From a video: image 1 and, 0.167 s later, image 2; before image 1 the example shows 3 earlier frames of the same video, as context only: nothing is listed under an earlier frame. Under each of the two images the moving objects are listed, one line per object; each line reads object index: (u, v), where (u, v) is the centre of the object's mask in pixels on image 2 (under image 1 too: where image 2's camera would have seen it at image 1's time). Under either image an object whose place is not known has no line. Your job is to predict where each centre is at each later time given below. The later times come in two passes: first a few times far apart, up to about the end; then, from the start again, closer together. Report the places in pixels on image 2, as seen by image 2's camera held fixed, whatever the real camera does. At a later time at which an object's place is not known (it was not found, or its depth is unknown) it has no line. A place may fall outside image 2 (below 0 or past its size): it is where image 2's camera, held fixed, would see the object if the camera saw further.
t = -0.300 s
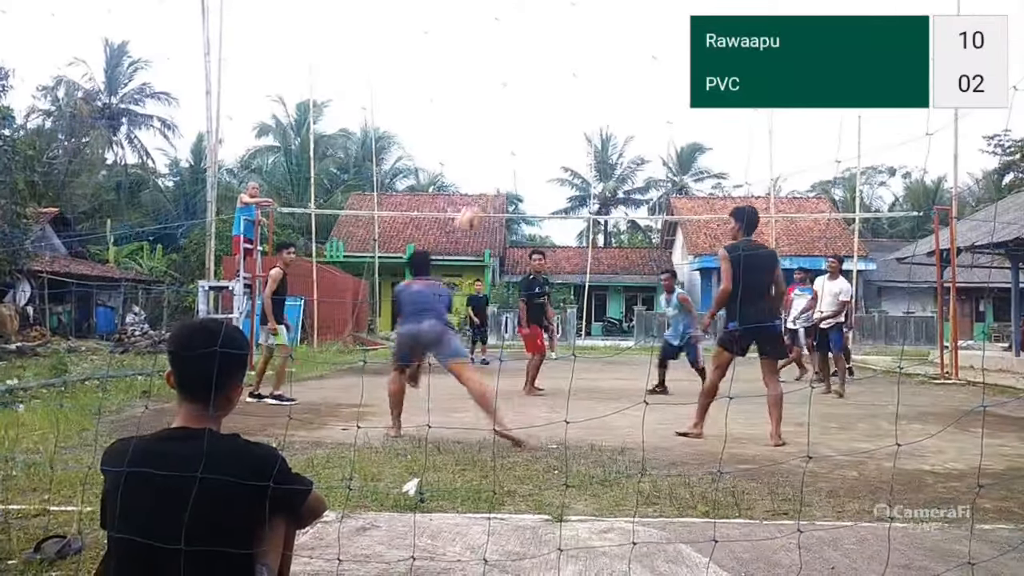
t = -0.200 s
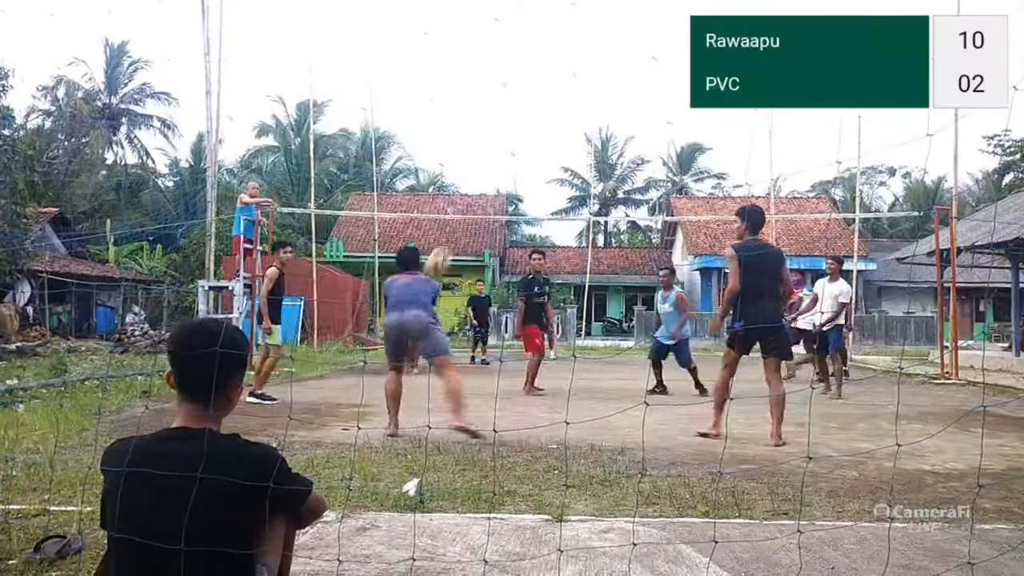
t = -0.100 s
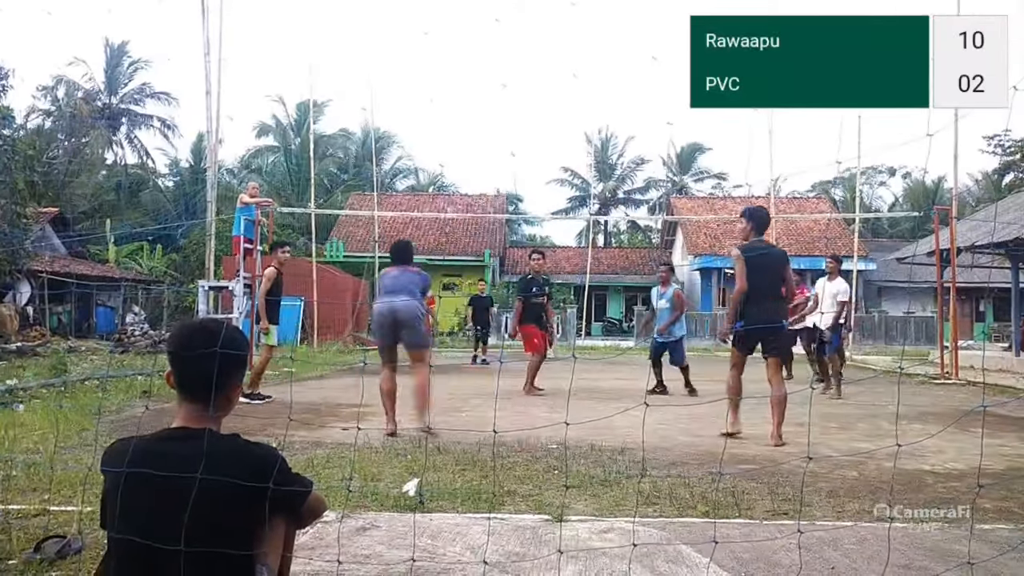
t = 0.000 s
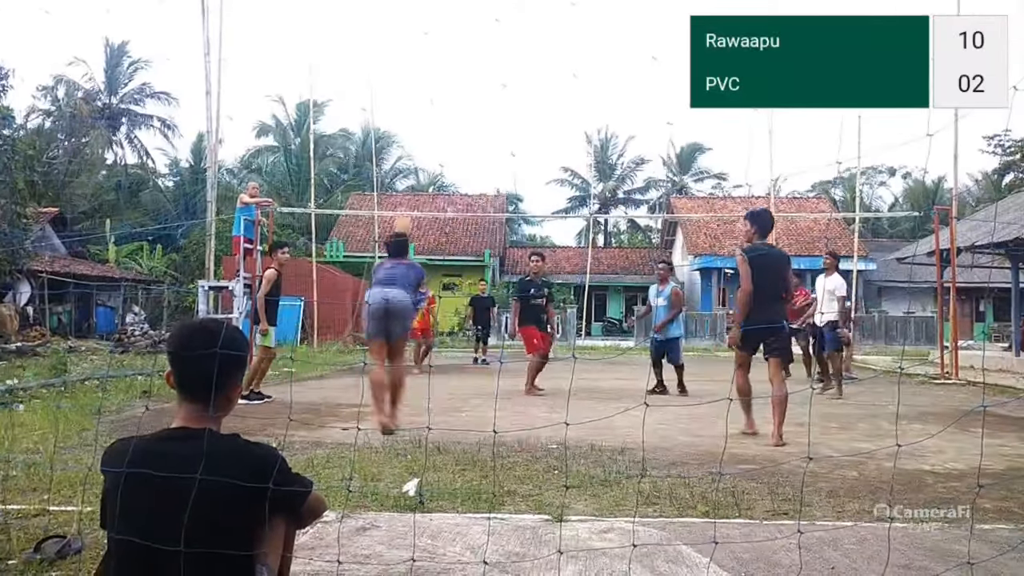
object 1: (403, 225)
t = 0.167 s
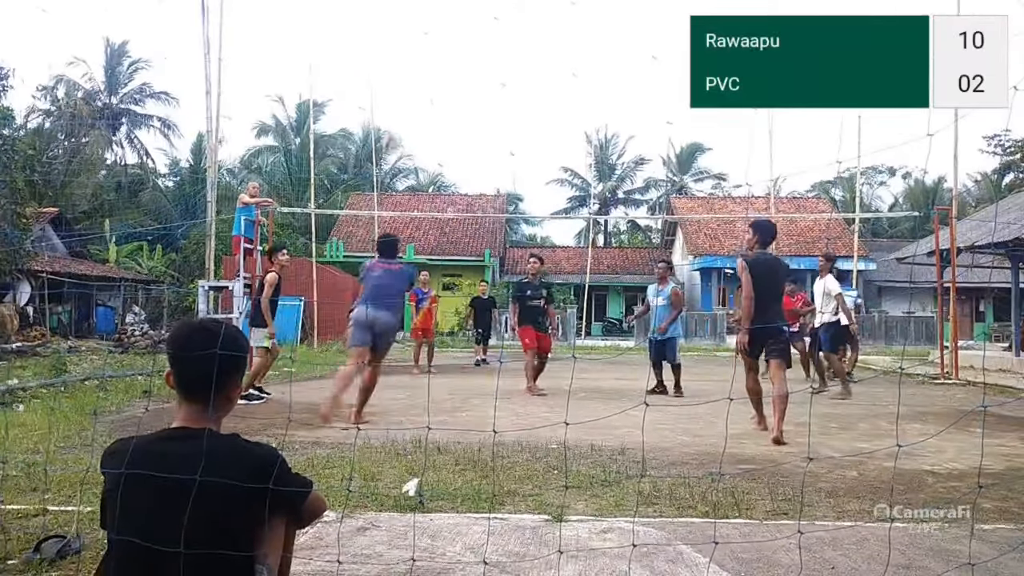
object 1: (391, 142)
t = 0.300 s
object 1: (382, 98)
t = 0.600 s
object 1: (362, 71)
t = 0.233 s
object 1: (388, 117)
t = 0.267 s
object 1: (385, 107)
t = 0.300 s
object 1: (382, 98)
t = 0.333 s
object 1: (378, 84)
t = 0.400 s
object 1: (375, 81)
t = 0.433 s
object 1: (373, 74)
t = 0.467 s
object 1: (370, 72)
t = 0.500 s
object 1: (368, 71)
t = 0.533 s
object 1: (367, 69)
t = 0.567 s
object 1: (365, 70)
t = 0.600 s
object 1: (362, 71)
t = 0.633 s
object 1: (360, 73)
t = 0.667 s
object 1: (357, 76)
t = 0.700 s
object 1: (356, 81)
